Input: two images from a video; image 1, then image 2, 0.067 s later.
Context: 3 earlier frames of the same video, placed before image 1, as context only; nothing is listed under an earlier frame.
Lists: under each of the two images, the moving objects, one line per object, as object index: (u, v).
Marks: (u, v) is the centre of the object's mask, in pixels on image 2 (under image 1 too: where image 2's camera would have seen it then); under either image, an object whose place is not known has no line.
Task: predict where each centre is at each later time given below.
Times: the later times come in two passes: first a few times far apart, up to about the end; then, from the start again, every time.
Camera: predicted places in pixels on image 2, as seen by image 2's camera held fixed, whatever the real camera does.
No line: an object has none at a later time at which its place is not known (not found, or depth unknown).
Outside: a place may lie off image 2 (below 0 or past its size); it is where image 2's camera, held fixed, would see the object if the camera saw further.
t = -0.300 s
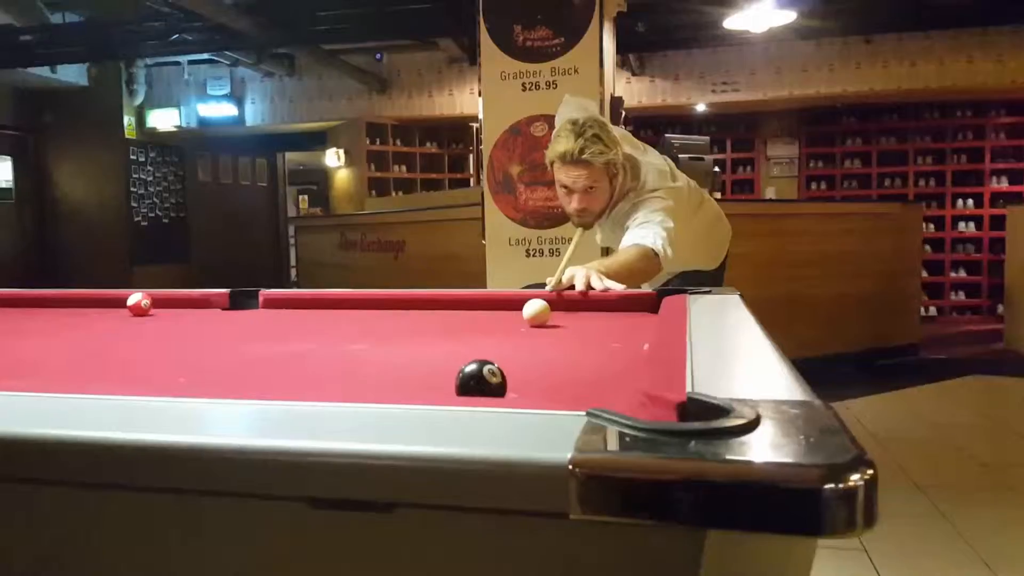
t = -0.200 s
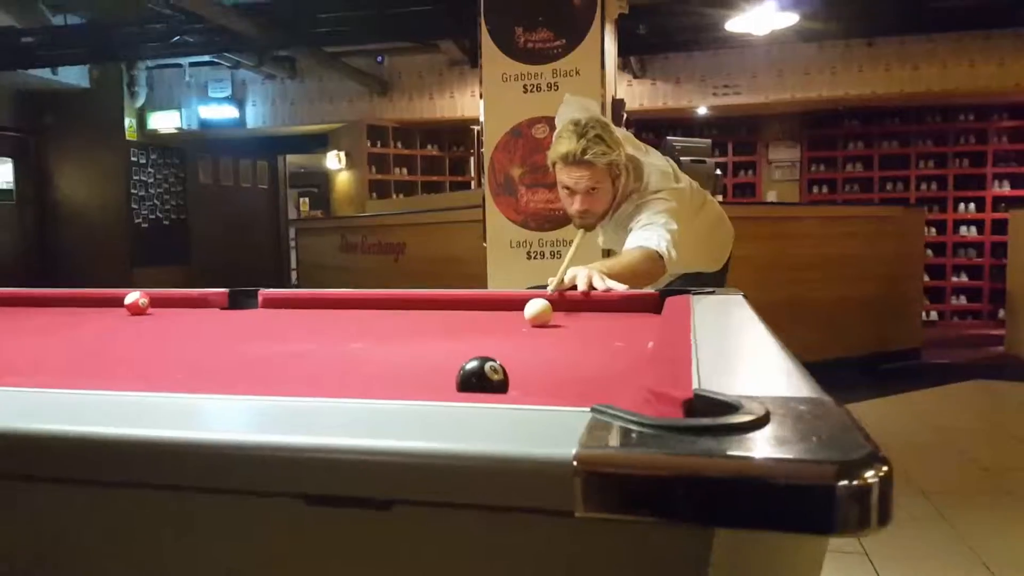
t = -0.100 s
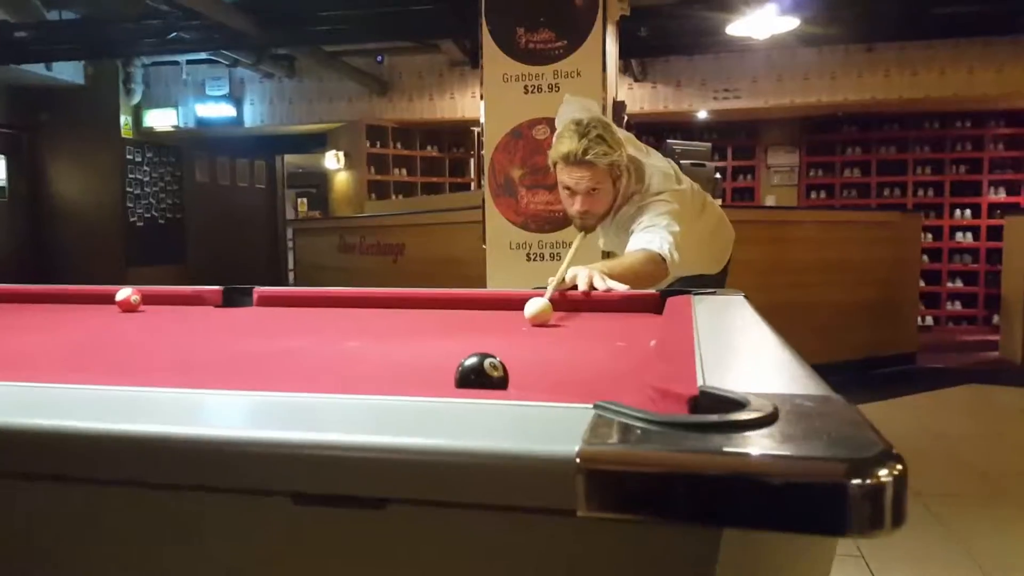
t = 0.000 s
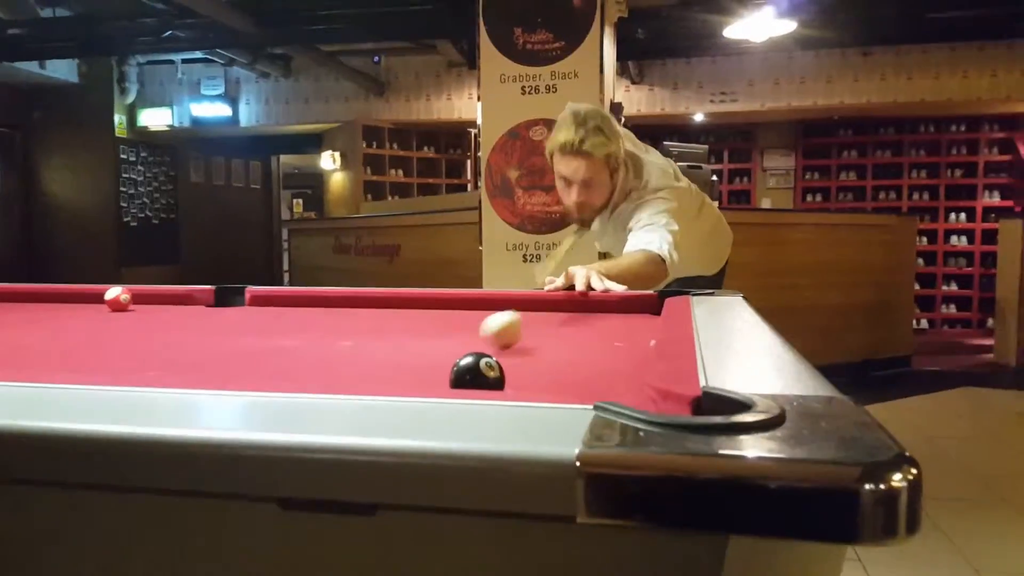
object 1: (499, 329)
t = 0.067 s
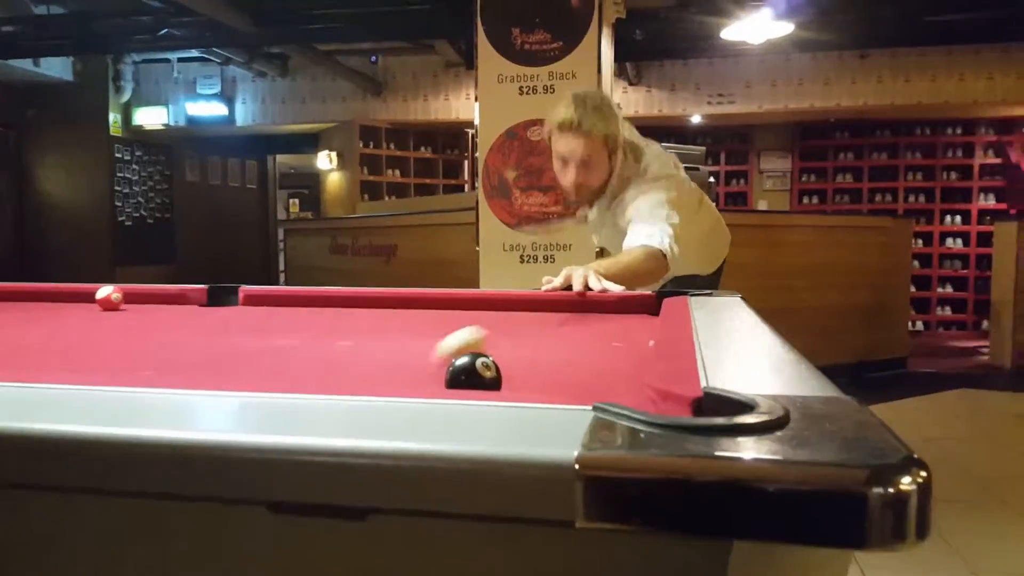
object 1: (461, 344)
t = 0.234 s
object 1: (350, 364)
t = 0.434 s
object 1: (381, 331)
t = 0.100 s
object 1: (435, 357)
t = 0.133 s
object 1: (387, 370)
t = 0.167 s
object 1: (334, 373)
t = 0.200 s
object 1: (341, 369)
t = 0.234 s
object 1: (350, 364)
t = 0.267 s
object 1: (358, 360)
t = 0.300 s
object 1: (364, 353)
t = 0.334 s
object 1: (369, 346)
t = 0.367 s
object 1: (374, 340)
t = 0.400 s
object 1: (377, 335)
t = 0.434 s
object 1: (381, 331)
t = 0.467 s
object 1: (384, 327)
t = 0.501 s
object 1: (387, 323)
